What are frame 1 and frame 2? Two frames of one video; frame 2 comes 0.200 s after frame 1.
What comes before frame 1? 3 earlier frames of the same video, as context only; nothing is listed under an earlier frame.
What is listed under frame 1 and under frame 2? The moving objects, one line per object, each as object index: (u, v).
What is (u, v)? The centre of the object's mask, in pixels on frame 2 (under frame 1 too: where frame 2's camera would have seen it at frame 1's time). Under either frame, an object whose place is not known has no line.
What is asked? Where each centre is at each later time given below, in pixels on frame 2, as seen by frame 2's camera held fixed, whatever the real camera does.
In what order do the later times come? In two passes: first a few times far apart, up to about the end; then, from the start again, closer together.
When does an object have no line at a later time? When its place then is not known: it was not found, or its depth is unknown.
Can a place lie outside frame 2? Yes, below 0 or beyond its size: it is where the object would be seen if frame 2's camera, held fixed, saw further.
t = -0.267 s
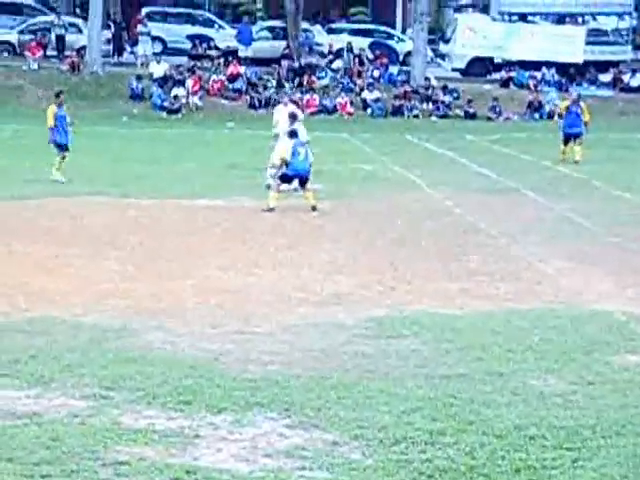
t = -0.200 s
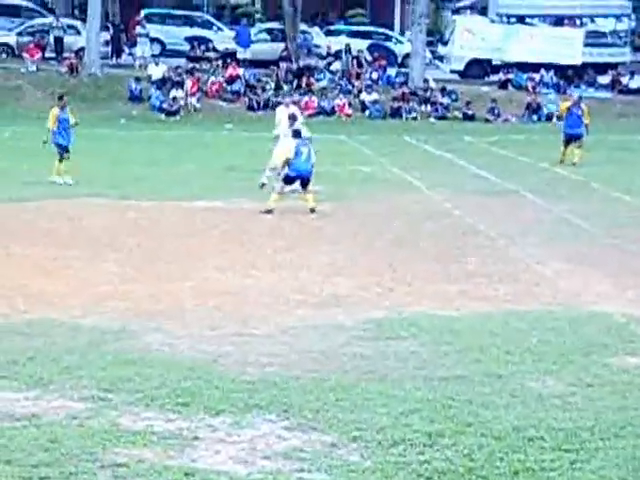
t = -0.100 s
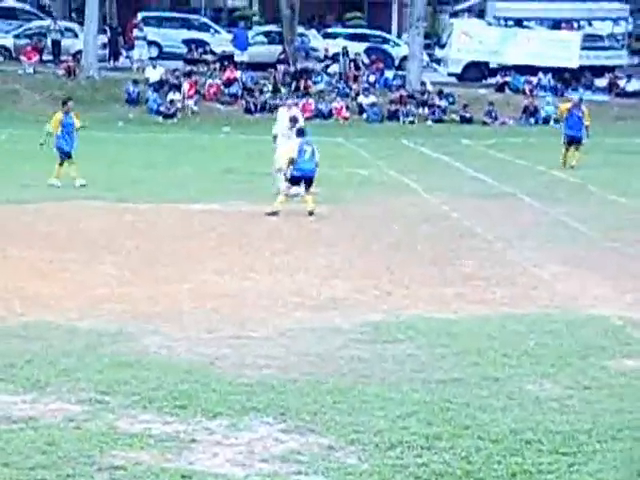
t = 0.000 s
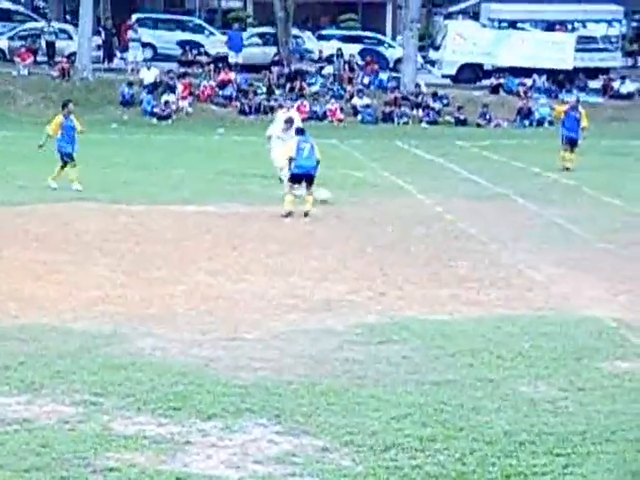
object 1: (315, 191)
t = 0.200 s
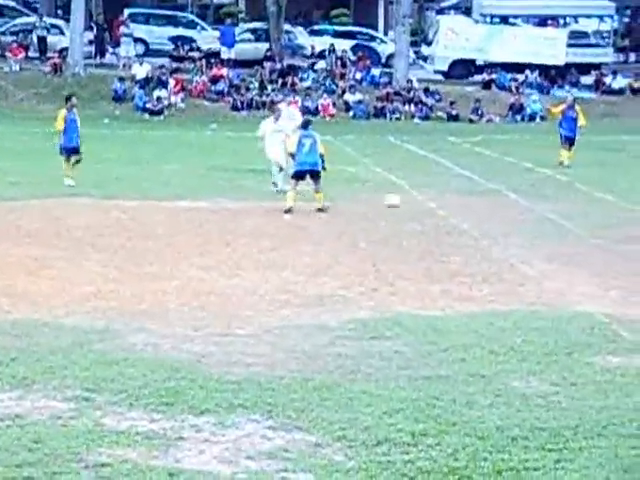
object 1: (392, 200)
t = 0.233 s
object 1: (405, 202)
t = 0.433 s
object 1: (475, 210)
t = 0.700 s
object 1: (556, 212)
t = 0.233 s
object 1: (405, 202)
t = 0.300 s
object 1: (429, 205)
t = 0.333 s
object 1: (439, 205)
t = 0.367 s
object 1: (452, 207)
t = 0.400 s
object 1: (465, 209)
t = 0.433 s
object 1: (475, 210)
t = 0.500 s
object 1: (497, 210)
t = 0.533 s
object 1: (507, 211)
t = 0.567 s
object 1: (518, 214)
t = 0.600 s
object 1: (529, 215)
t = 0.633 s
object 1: (538, 214)
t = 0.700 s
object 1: (556, 212)
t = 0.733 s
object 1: (564, 213)
